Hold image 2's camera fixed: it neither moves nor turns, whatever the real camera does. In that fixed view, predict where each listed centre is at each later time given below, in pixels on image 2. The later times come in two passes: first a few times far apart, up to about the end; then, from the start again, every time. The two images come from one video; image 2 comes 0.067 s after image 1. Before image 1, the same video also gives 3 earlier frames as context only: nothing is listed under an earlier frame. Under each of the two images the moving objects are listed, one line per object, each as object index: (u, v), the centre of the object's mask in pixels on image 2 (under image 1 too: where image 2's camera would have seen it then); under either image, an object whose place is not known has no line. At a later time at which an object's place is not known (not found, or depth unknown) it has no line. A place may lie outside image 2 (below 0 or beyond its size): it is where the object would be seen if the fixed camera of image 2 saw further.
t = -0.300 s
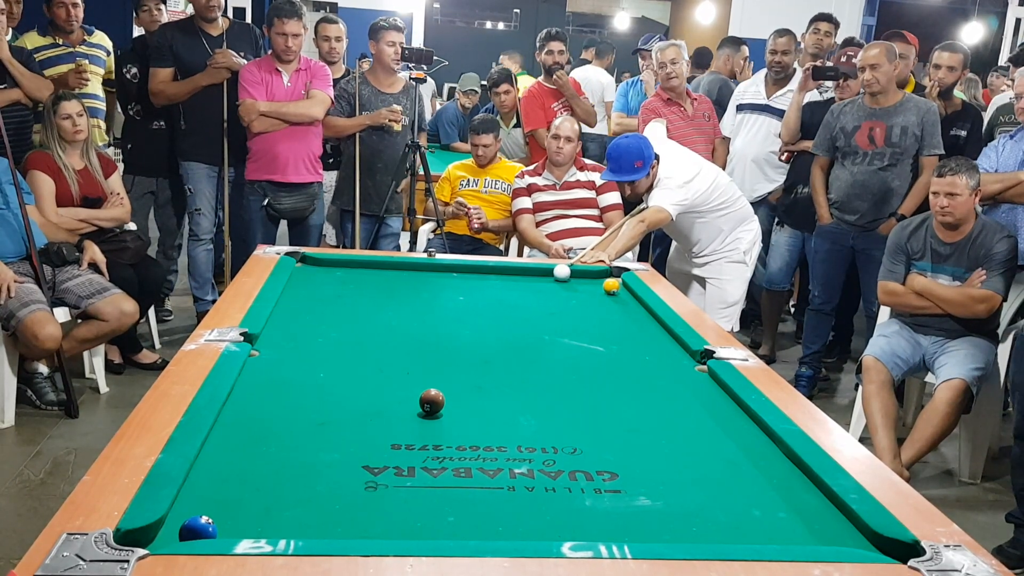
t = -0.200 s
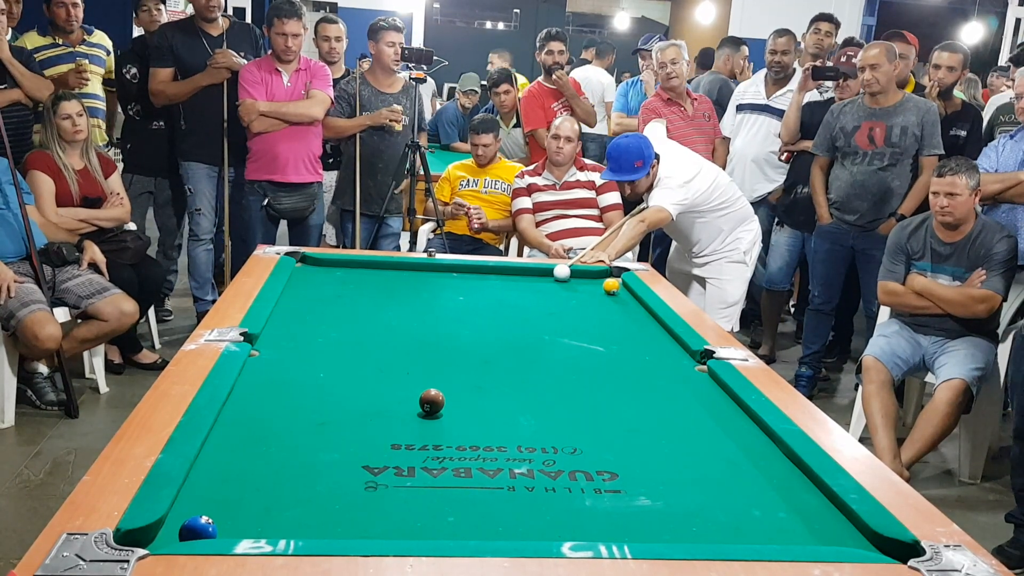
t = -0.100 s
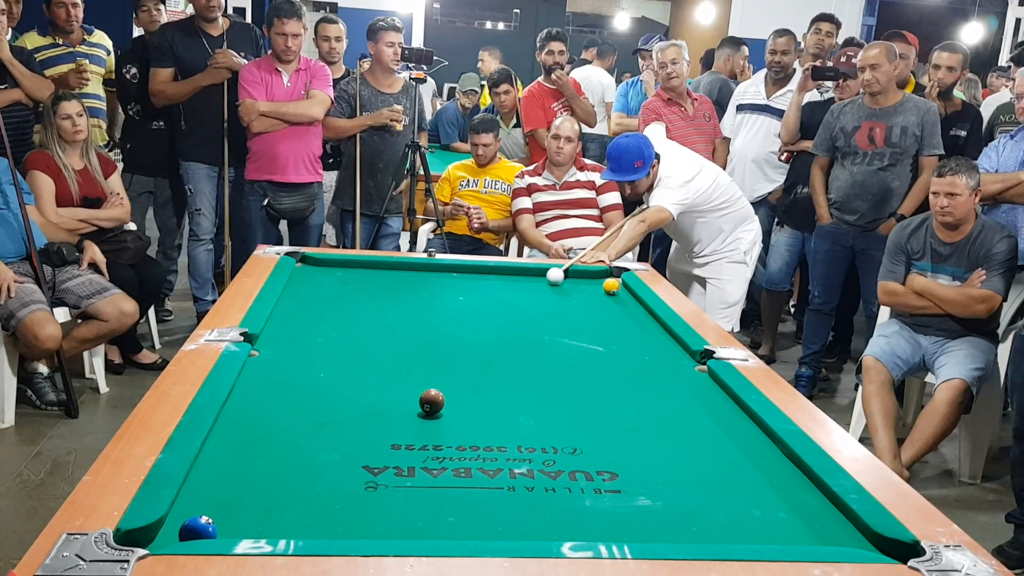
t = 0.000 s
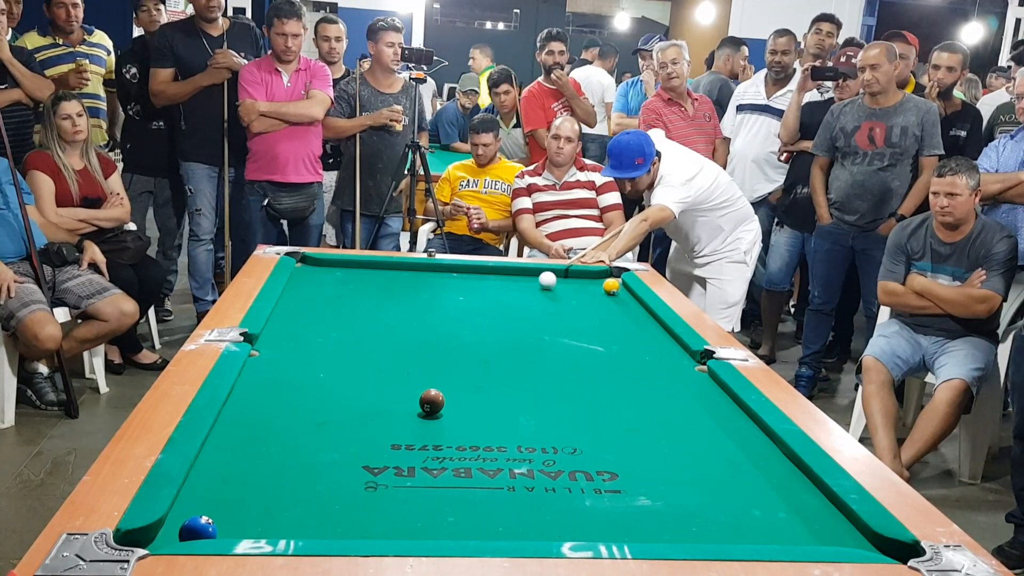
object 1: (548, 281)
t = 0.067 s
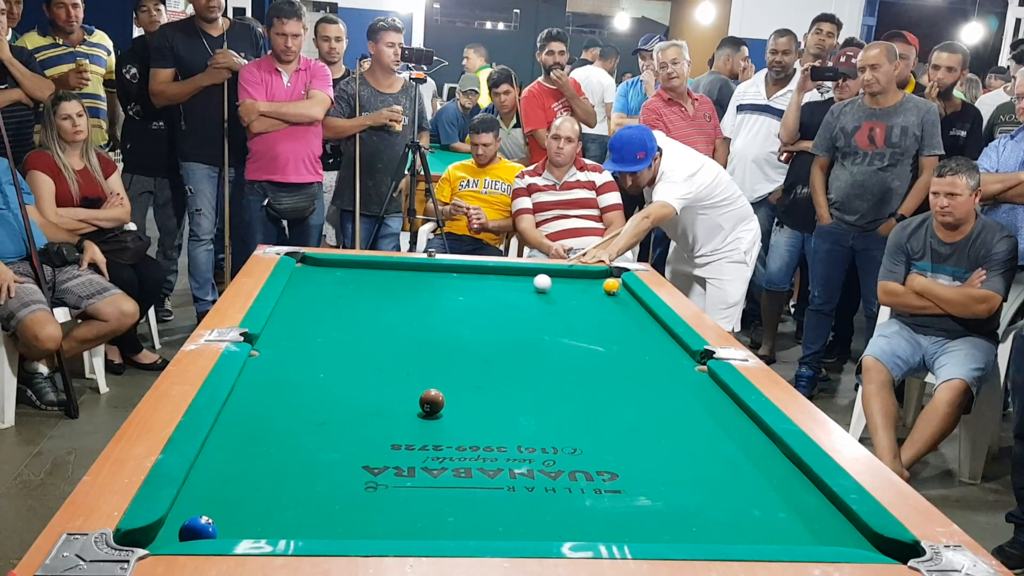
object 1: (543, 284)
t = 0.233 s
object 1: (529, 291)
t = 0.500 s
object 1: (506, 303)
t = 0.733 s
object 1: (484, 315)
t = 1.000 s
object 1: (457, 329)
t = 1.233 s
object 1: (432, 342)
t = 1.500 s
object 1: (402, 358)
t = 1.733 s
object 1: (375, 372)
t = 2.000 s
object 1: (341, 391)
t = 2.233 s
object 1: (309, 408)
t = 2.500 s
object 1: (271, 429)
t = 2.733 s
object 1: (235, 448)
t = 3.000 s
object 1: (212, 469)
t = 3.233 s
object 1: (217, 487)
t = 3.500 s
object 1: (221, 506)
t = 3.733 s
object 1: (226, 519)
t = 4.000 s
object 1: (235, 524)
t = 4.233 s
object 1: (241, 526)
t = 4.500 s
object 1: (244, 526)
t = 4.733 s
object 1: (245, 526)
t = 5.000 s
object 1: (245, 526)
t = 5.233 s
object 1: (244, 526)
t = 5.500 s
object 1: (245, 526)
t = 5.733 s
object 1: (245, 525)
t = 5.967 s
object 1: (246, 526)
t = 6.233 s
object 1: (246, 525)
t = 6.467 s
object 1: (245, 525)
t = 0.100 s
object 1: (540, 285)
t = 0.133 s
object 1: (537, 286)
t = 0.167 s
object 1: (534, 288)
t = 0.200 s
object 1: (532, 289)
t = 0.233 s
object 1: (529, 291)
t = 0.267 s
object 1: (526, 292)
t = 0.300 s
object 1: (523, 294)
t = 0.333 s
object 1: (520, 296)
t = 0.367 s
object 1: (517, 297)
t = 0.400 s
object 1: (514, 298)
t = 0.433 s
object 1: (511, 300)
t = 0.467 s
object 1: (509, 302)
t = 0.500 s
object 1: (506, 303)
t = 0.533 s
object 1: (502, 305)
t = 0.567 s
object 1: (499, 306)
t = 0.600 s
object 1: (496, 308)
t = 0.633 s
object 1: (493, 310)
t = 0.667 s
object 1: (490, 311)
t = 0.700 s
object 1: (487, 313)
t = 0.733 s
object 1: (484, 315)
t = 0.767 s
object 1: (480, 317)
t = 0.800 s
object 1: (477, 318)
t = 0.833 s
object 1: (474, 320)
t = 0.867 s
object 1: (470, 322)
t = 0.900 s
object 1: (467, 323)
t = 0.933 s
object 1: (464, 325)
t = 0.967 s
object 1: (460, 327)
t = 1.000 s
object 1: (457, 329)
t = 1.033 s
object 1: (454, 331)
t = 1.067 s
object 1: (450, 333)
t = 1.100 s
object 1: (446, 334)
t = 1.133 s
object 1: (443, 336)
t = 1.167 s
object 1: (439, 338)
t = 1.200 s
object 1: (436, 340)
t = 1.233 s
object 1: (432, 342)
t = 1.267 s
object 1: (429, 344)
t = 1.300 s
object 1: (425, 346)
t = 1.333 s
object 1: (421, 348)
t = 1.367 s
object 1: (418, 350)
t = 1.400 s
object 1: (414, 352)
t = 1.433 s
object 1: (410, 354)
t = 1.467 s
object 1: (406, 356)
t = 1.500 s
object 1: (402, 358)
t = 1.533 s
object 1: (399, 360)
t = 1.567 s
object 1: (395, 362)
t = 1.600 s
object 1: (391, 364)
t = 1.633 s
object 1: (387, 366)
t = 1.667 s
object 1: (383, 368)
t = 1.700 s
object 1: (379, 370)
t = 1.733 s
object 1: (375, 372)
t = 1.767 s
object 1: (371, 375)
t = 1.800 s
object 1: (366, 377)
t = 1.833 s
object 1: (362, 379)
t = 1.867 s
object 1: (358, 382)
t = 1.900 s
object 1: (354, 384)
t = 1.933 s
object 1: (350, 386)
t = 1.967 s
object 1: (345, 389)
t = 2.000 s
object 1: (341, 391)
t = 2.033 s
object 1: (336, 393)
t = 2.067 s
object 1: (332, 395)
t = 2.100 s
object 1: (327, 398)
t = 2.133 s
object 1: (323, 401)
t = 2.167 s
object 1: (318, 403)
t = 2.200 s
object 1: (314, 406)
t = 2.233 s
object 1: (309, 408)
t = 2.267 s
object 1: (305, 411)
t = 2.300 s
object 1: (300, 413)
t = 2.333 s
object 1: (295, 416)
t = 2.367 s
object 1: (290, 418)
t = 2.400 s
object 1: (286, 421)
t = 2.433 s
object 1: (281, 423)
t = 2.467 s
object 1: (276, 426)
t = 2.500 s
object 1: (271, 429)
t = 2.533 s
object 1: (266, 431)
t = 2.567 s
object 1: (261, 434)
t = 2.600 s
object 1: (256, 437)
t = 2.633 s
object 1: (251, 439)
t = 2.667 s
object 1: (246, 442)
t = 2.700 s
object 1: (240, 445)
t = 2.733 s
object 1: (235, 448)
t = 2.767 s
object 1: (231, 451)
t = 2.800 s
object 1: (225, 453)
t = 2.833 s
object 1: (220, 456)
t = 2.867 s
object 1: (214, 459)
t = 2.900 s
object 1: (209, 462)
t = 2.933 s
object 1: (210, 464)
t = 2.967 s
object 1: (211, 467)
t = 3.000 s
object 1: (212, 469)
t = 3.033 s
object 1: (213, 472)
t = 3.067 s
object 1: (213, 474)
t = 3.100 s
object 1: (214, 477)
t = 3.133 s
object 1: (215, 479)
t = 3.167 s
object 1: (215, 482)
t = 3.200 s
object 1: (216, 484)
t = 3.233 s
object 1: (217, 487)
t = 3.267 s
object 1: (217, 490)
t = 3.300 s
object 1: (217, 492)
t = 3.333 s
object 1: (218, 494)
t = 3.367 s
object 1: (218, 497)
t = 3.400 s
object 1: (218, 499)
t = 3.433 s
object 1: (219, 501)
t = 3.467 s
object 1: (220, 504)
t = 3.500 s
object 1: (221, 506)
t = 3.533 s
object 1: (221, 508)
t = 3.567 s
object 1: (222, 510)
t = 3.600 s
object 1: (222, 512)
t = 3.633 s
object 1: (223, 514)
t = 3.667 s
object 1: (224, 516)
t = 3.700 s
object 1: (225, 517)
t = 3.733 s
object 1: (226, 519)
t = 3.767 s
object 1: (227, 520)
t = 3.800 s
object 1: (228, 521)
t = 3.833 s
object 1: (229, 521)
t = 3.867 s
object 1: (230, 522)
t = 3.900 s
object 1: (231, 523)
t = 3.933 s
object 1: (232, 523)
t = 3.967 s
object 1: (233, 524)
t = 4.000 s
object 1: (235, 524)
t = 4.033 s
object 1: (237, 525)
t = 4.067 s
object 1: (238, 525)
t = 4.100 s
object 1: (239, 526)
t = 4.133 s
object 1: (240, 526)
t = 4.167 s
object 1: (240, 527)
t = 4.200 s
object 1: (241, 527)
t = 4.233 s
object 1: (241, 526)
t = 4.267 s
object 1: (243, 526)
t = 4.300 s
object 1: (244, 526)
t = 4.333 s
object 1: (244, 526)
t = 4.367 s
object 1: (244, 526)
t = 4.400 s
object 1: (244, 526)
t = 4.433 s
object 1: (244, 526)
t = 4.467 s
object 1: (245, 526)
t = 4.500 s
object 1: (244, 526)
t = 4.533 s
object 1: (244, 526)
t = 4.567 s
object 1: (244, 526)
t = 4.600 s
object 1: (245, 526)
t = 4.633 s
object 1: (245, 526)
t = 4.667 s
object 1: (245, 526)
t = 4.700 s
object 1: (245, 526)
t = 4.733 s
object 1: (245, 526)
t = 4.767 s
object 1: (245, 526)
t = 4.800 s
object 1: (245, 526)
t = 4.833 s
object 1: (245, 526)
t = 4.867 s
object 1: (245, 526)
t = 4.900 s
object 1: (245, 526)
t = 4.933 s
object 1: (245, 526)
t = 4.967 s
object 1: (245, 526)
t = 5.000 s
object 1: (245, 526)
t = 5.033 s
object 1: (245, 525)
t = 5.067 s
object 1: (245, 526)
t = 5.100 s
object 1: (245, 526)
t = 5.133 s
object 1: (245, 526)
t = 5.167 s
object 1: (245, 525)
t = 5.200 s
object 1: (245, 525)
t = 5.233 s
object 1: (244, 526)
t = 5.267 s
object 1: (244, 526)
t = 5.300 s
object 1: (245, 526)
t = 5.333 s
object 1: (245, 526)
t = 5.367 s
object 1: (245, 526)
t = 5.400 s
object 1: (245, 526)
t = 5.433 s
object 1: (245, 526)
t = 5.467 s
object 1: (245, 526)
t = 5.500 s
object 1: (245, 526)
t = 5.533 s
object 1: (245, 526)
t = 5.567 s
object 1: (245, 526)
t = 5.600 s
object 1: (245, 525)
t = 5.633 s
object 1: (245, 526)
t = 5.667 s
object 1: (245, 526)
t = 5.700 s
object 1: (245, 526)
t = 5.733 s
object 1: (245, 525)
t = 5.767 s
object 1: (245, 525)
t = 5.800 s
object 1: (245, 525)
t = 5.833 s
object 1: (245, 526)
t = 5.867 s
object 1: (245, 526)
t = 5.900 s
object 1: (245, 525)
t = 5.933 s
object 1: (245, 526)
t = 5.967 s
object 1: (246, 526)
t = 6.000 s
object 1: (246, 526)
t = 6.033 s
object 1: (245, 526)
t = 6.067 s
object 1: (246, 526)
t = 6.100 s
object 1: (245, 525)
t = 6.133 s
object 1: (245, 525)
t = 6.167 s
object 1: (246, 526)
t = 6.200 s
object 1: (246, 526)
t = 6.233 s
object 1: (246, 525)
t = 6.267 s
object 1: (246, 525)
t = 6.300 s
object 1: (246, 525)
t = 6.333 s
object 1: (246, 525)
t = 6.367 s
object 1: (244, 526)
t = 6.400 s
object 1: (246, 525)
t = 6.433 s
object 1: (246, 525)
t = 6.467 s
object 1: (245, 525)
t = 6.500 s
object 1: (245, 526)
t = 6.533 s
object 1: (239, 525)
